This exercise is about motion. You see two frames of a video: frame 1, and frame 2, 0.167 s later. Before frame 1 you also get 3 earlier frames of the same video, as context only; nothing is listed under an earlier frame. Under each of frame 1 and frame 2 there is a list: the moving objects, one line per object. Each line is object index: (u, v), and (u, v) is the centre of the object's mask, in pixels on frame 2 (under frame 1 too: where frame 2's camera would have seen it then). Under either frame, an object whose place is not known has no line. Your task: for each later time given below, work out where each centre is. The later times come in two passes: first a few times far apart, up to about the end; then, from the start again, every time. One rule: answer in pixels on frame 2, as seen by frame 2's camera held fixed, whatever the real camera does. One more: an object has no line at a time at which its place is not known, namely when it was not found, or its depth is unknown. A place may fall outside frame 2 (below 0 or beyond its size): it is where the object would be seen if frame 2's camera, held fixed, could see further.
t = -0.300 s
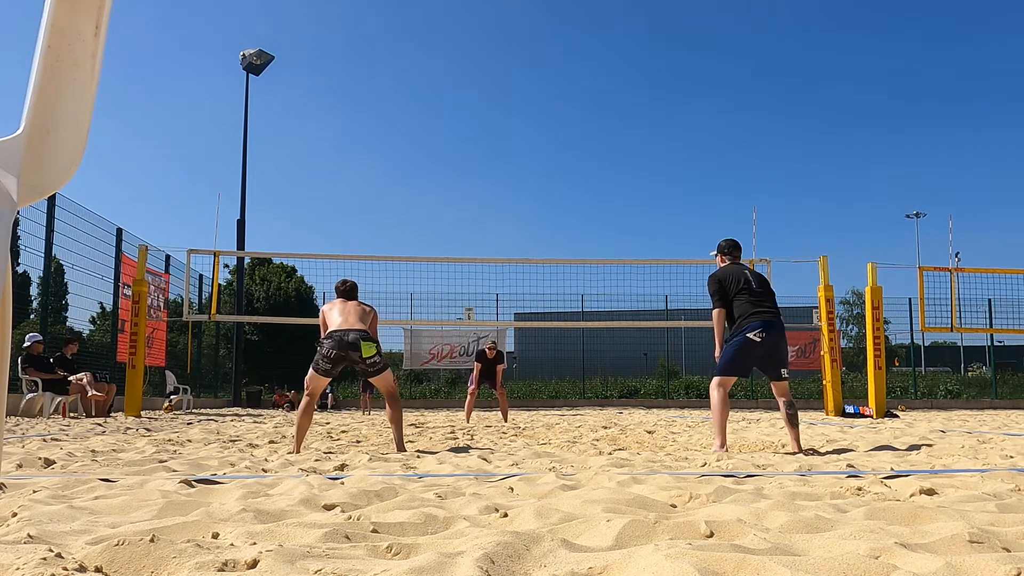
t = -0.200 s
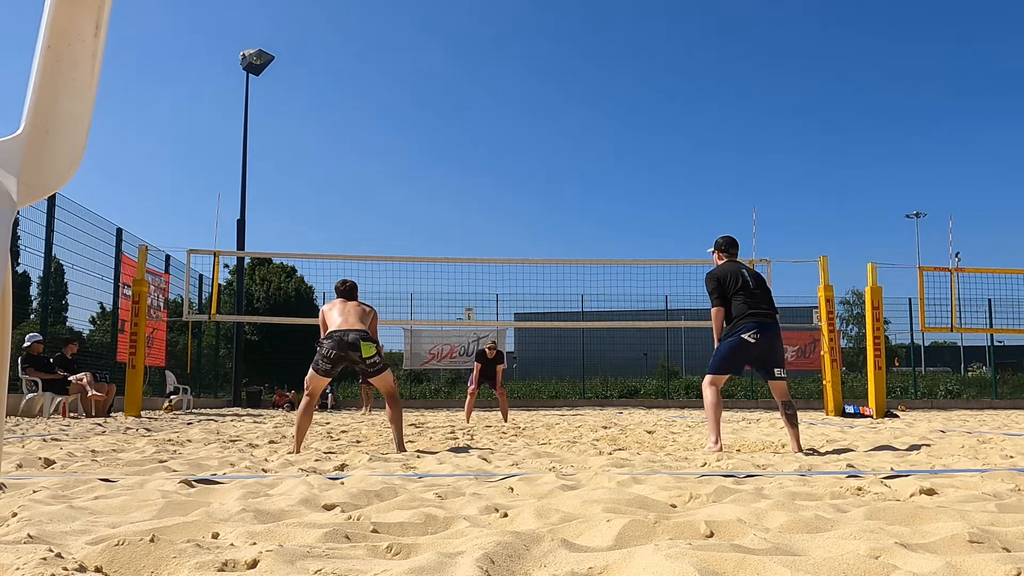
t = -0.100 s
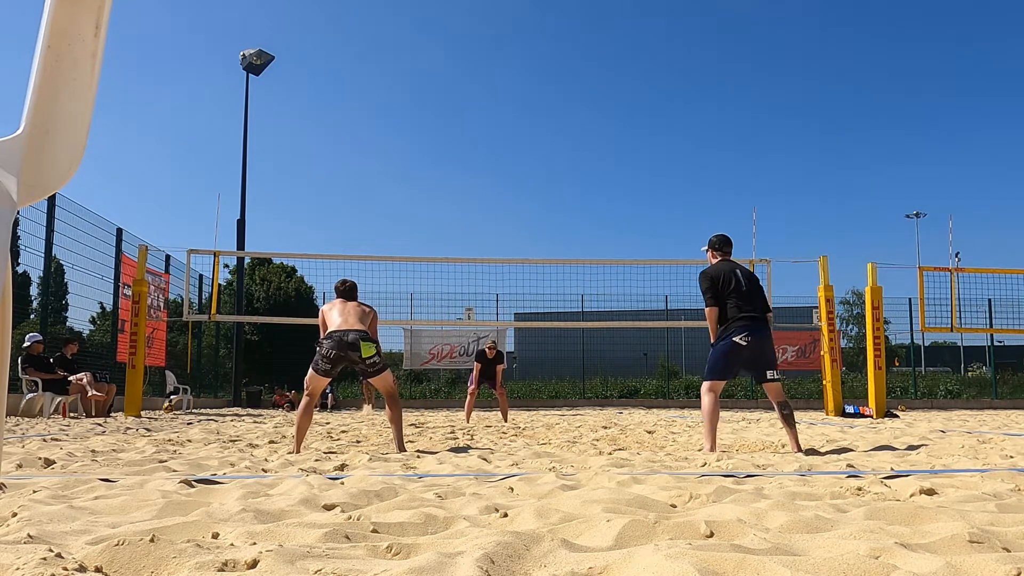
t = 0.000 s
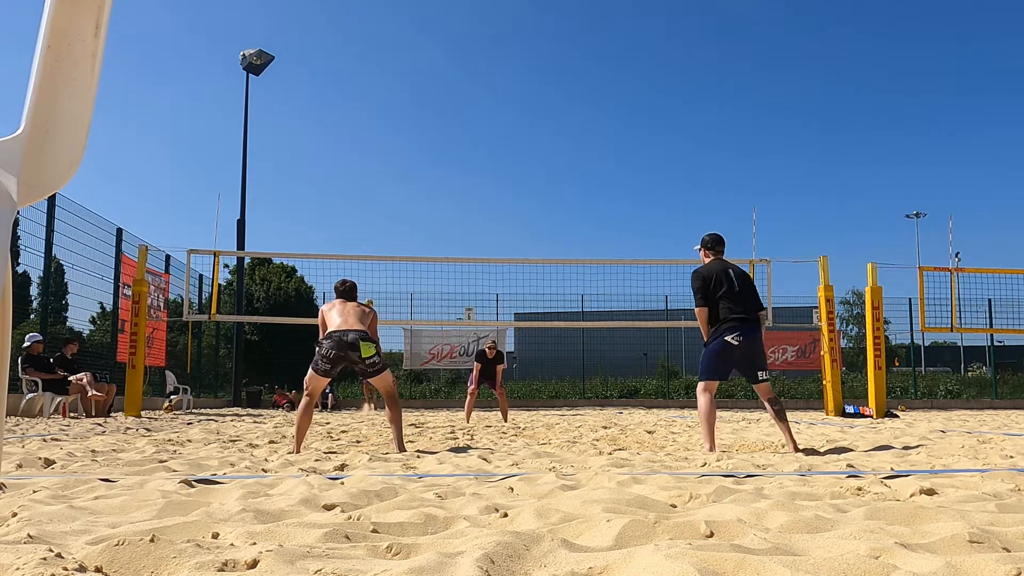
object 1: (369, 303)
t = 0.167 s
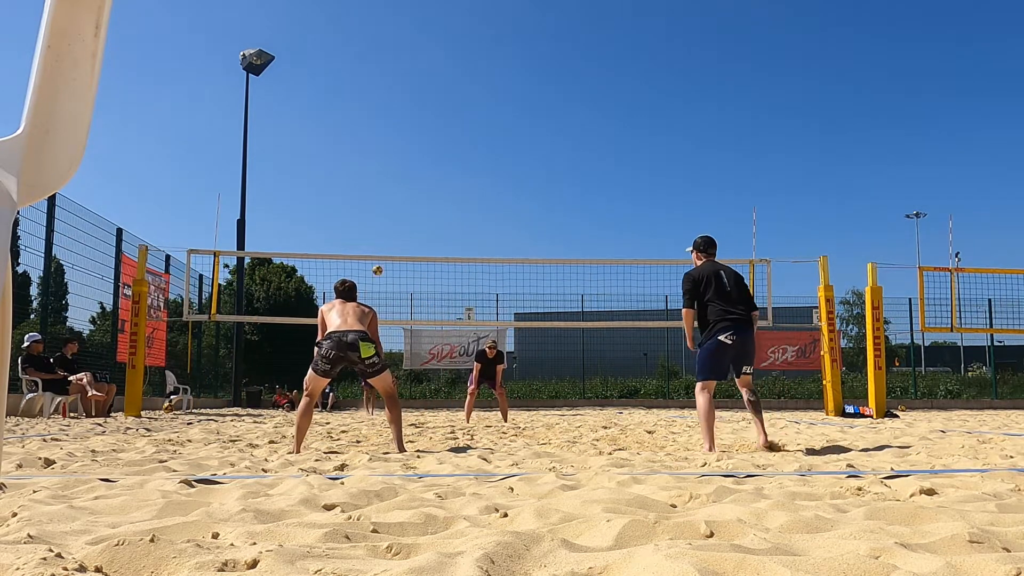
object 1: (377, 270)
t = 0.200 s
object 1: (379, 265)
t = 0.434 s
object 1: (393, 233)
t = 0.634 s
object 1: (406, 226)
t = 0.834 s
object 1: (421, 252)
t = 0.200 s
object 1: (379, 265)
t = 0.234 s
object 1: (381, 259)
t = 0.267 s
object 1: (383, 252)
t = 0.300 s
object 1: (385, 249)
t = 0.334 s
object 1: (387, 244)
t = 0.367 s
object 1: (389, 240)
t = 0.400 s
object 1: (391, 236)
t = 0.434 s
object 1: (393, 233)
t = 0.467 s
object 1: (396, 231)
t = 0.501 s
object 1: (398, 228)
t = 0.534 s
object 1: (400, 227)
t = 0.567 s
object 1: (402, 226)
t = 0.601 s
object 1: (404, 226)
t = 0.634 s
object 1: (406, 226)
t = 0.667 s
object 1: (409, 228)
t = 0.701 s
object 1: (411, 230)
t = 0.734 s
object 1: (414, 234)
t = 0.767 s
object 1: (417, 239)
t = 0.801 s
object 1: (419, 245)
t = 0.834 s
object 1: (421, 252)
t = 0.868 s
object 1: (424, 261)
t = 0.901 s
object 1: (427, 271)
